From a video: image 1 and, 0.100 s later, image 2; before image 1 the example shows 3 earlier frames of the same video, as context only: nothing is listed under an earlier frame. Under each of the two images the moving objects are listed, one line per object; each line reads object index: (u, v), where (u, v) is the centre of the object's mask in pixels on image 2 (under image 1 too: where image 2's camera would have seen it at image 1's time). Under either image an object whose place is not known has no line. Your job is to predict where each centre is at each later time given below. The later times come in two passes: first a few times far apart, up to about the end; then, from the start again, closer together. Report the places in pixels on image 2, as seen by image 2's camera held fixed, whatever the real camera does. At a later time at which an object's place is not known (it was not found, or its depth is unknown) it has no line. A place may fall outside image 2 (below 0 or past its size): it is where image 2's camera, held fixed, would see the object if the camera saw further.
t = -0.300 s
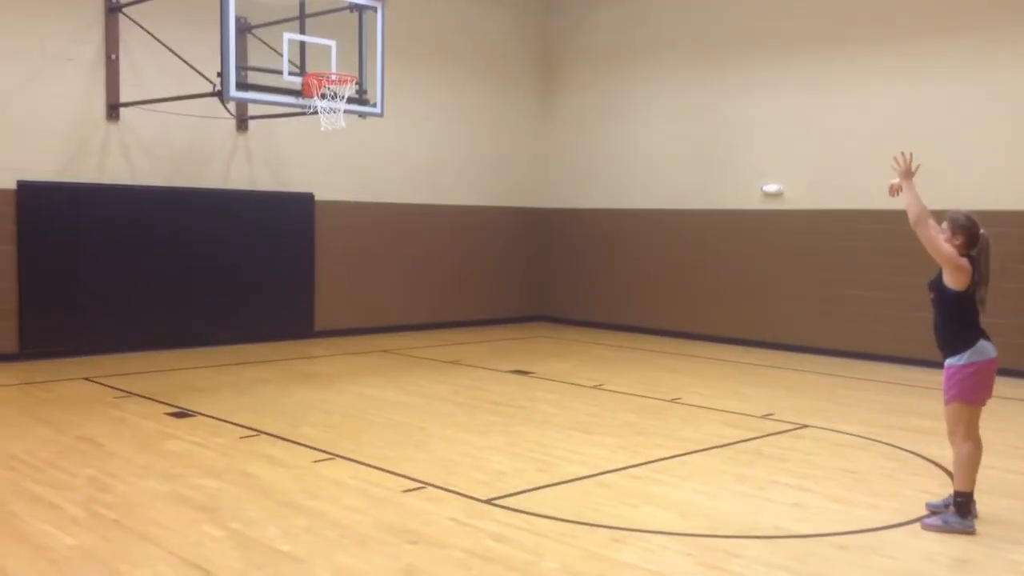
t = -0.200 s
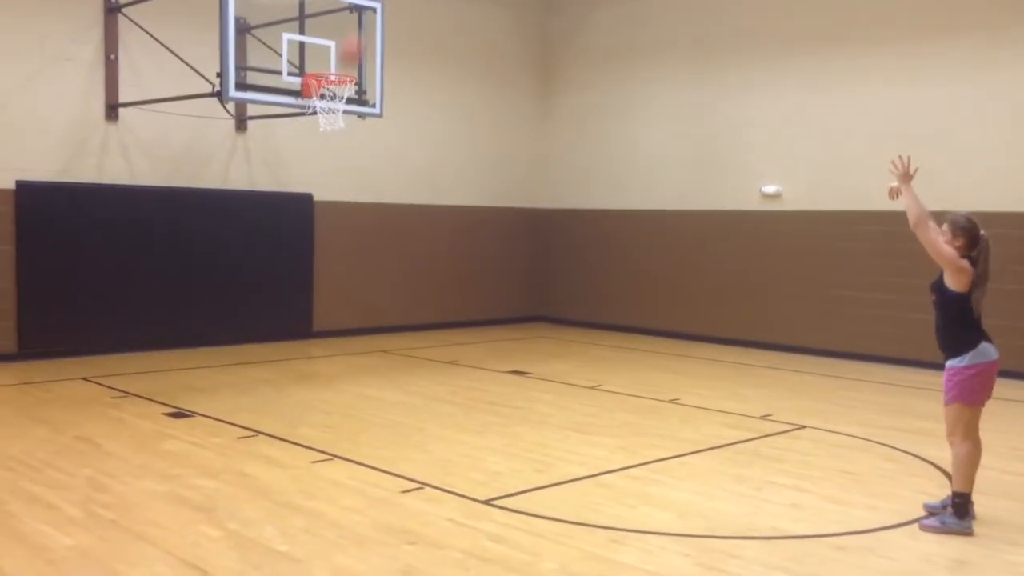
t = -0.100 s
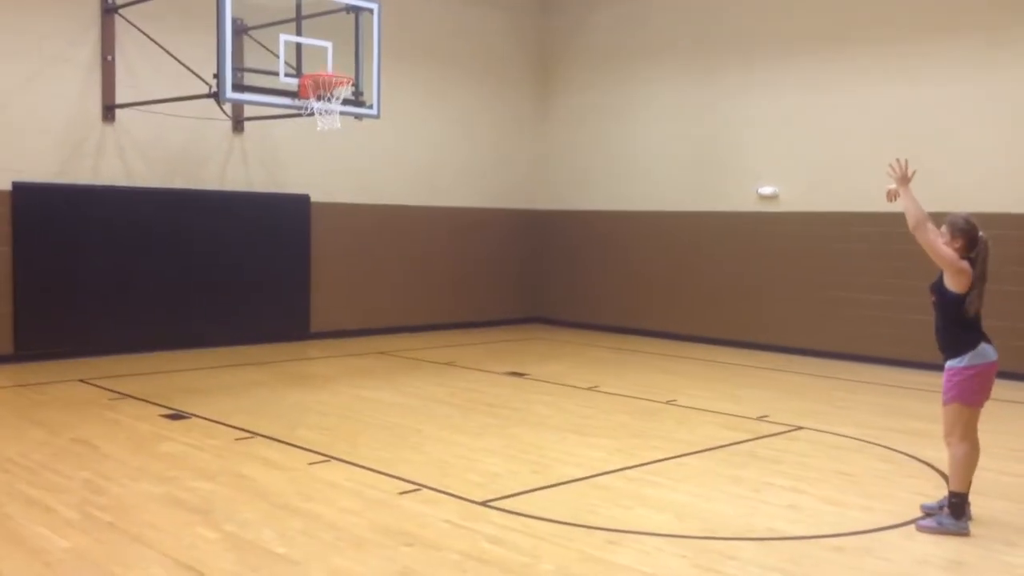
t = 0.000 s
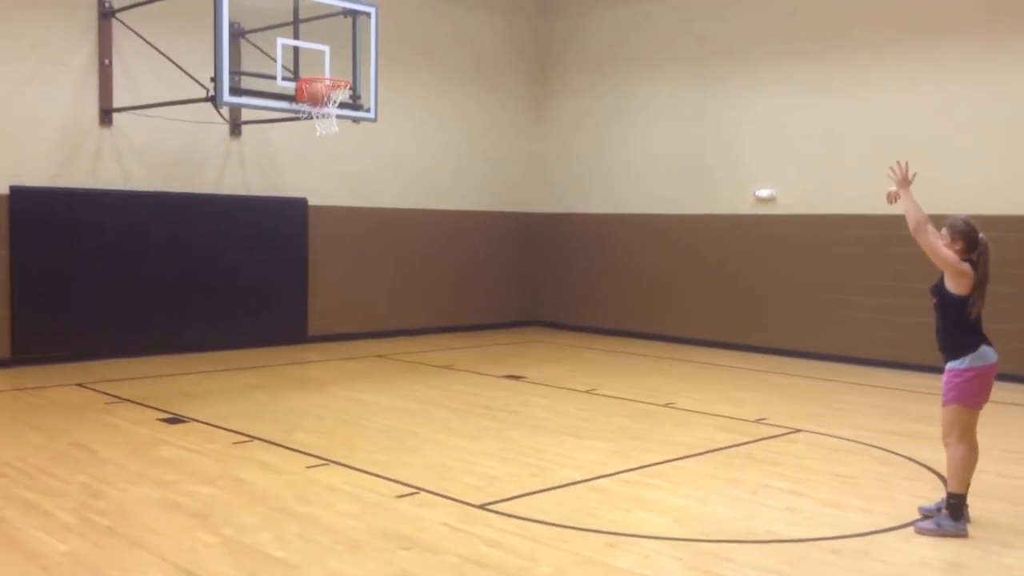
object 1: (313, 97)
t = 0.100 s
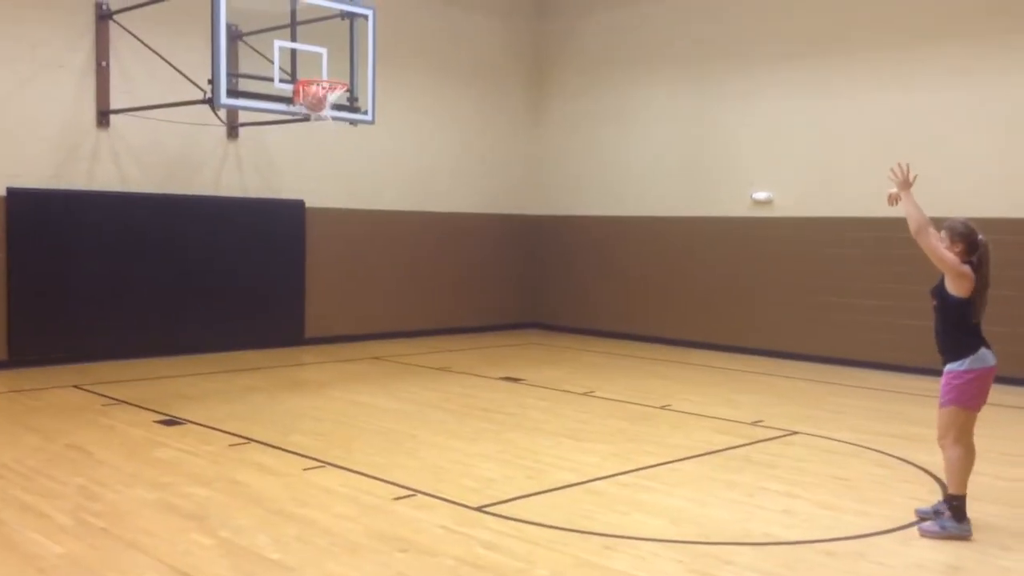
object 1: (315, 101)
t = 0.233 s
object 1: (323, 100)
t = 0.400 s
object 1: (323, 120)
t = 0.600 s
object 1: (326, 156)
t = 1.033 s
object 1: (324, 364)
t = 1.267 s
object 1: (323, 284)
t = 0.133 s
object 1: (315, 100)
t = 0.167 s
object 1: (315, 100)
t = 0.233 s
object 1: (323, 100)
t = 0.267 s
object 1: (321, 102)
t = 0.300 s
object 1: (322, 106)
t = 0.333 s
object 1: (324, 111)
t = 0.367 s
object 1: (322, 114)
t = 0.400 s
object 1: (323, 120)
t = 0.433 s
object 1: (323, 123)
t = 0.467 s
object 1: (325, 131)
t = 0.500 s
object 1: (326, 138)
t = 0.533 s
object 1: (326, 142)
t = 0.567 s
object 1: (326, 148)
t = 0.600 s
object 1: (326, 156)
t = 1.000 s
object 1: (325, 340)
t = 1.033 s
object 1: (324, 364)
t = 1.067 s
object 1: (325, 361)
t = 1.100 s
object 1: (324, 343)
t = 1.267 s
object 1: (323, 284)
